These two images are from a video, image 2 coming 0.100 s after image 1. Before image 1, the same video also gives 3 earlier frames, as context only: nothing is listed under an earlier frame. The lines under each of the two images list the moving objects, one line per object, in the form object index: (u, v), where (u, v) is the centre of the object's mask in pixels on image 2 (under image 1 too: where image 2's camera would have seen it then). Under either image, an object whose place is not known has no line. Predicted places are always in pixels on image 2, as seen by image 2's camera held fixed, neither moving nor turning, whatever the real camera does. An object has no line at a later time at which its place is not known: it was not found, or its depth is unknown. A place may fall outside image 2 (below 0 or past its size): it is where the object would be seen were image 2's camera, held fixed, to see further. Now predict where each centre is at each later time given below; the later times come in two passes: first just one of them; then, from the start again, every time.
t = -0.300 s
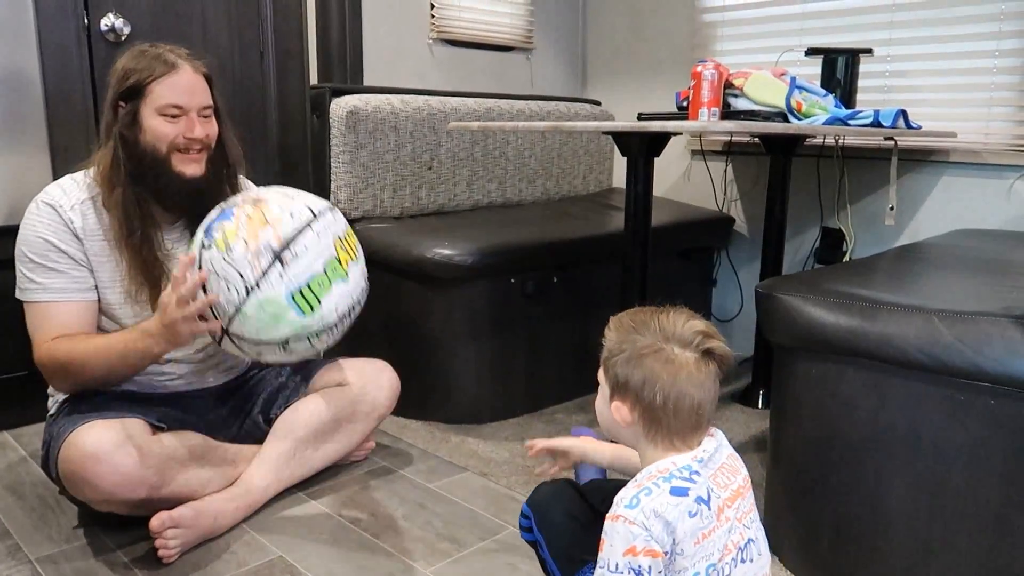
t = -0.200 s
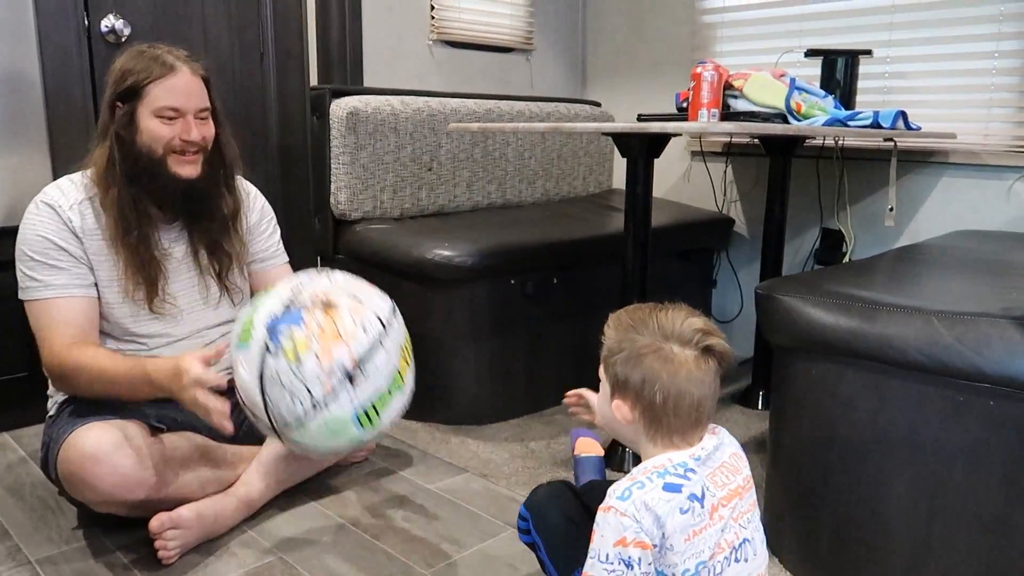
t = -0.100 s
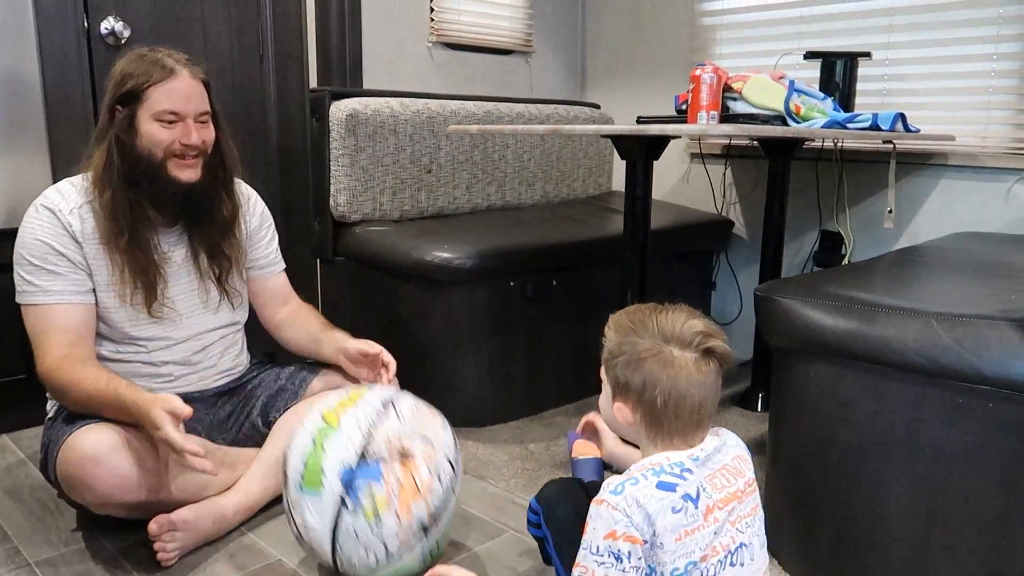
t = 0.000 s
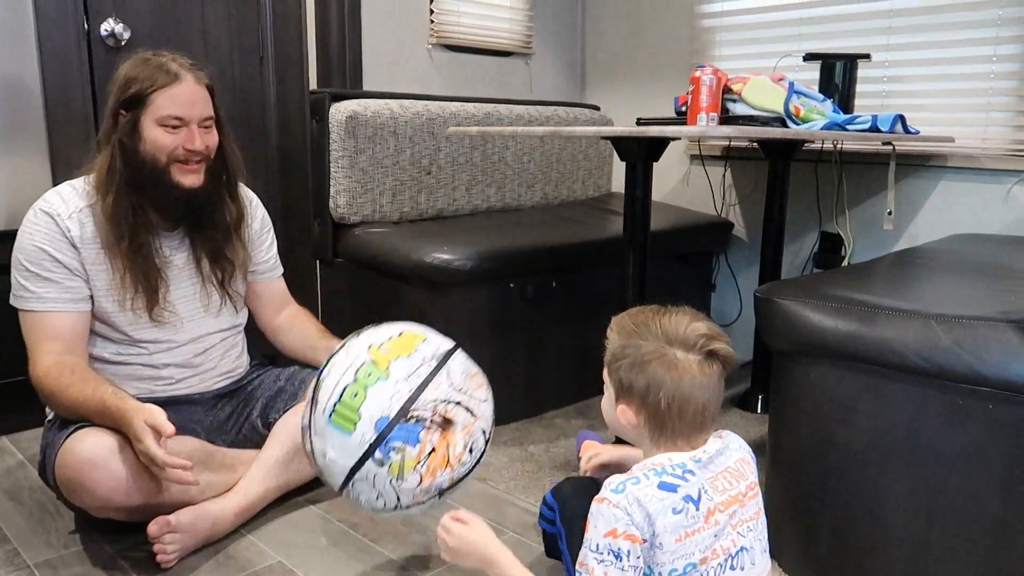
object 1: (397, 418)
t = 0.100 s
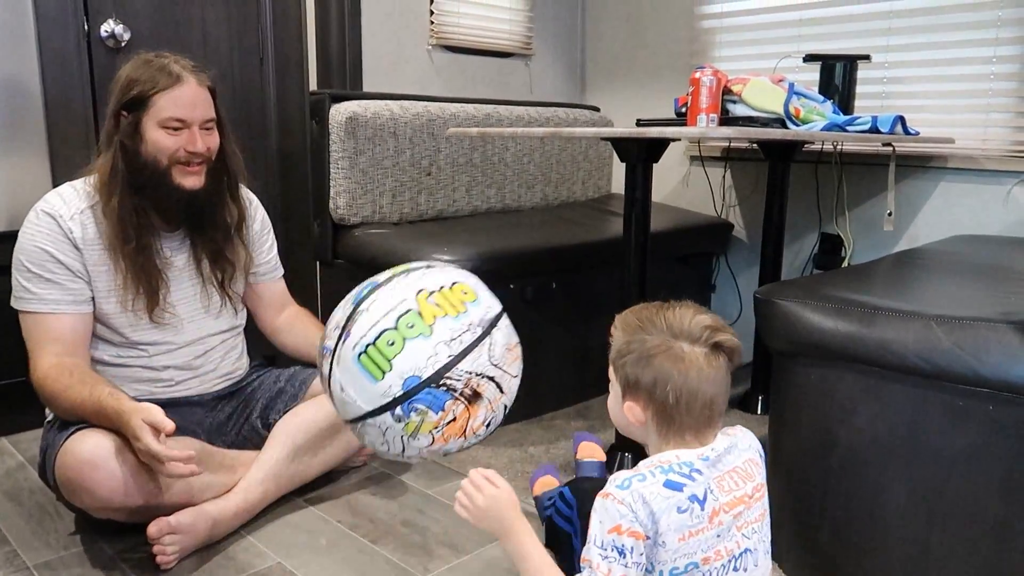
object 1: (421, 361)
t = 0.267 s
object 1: (459, 319)
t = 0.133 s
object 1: (429, 346)
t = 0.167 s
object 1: (436, 335)
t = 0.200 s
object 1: (443, 326)
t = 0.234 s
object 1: (451, 321)
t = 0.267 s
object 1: (459, 319)
